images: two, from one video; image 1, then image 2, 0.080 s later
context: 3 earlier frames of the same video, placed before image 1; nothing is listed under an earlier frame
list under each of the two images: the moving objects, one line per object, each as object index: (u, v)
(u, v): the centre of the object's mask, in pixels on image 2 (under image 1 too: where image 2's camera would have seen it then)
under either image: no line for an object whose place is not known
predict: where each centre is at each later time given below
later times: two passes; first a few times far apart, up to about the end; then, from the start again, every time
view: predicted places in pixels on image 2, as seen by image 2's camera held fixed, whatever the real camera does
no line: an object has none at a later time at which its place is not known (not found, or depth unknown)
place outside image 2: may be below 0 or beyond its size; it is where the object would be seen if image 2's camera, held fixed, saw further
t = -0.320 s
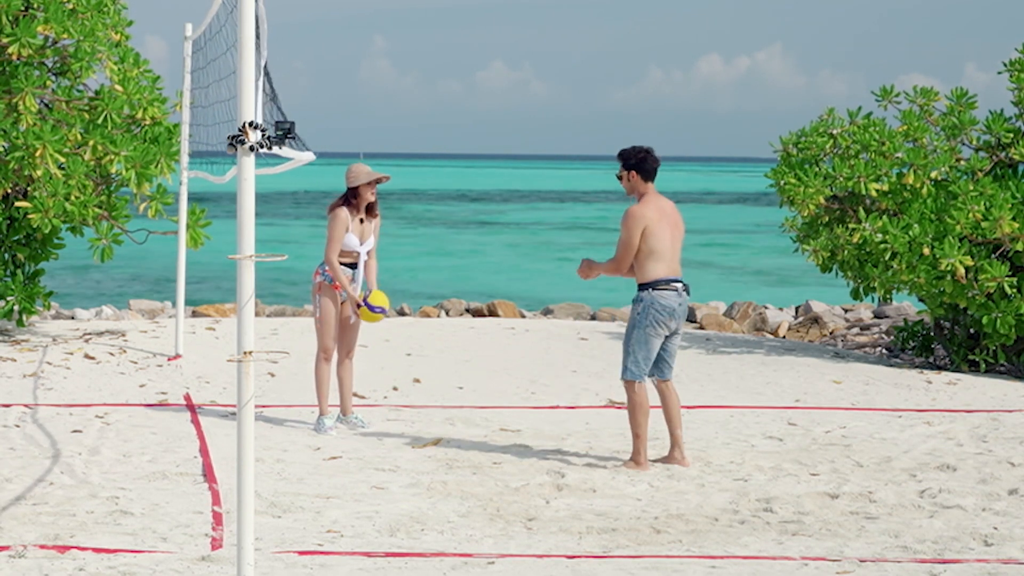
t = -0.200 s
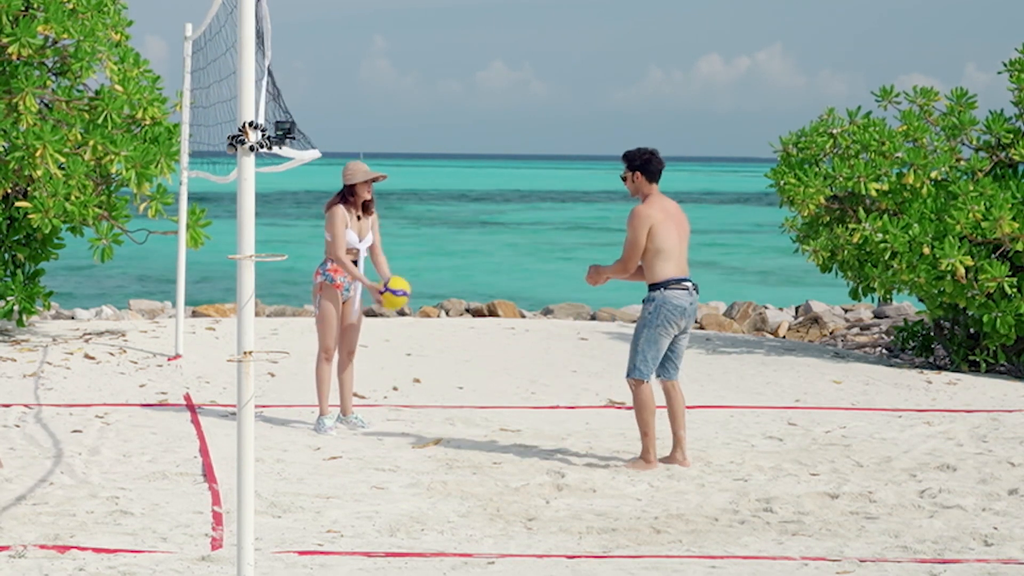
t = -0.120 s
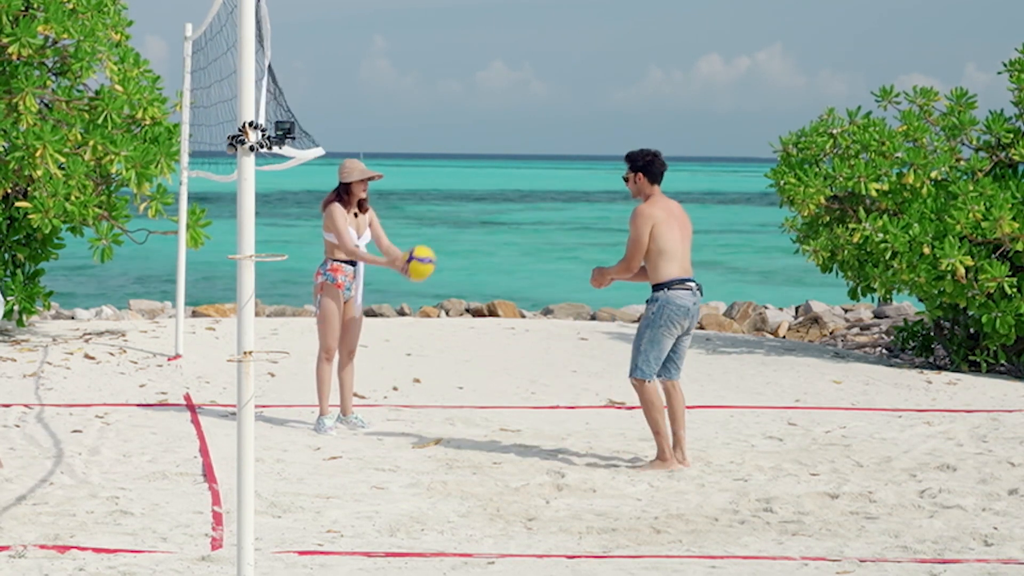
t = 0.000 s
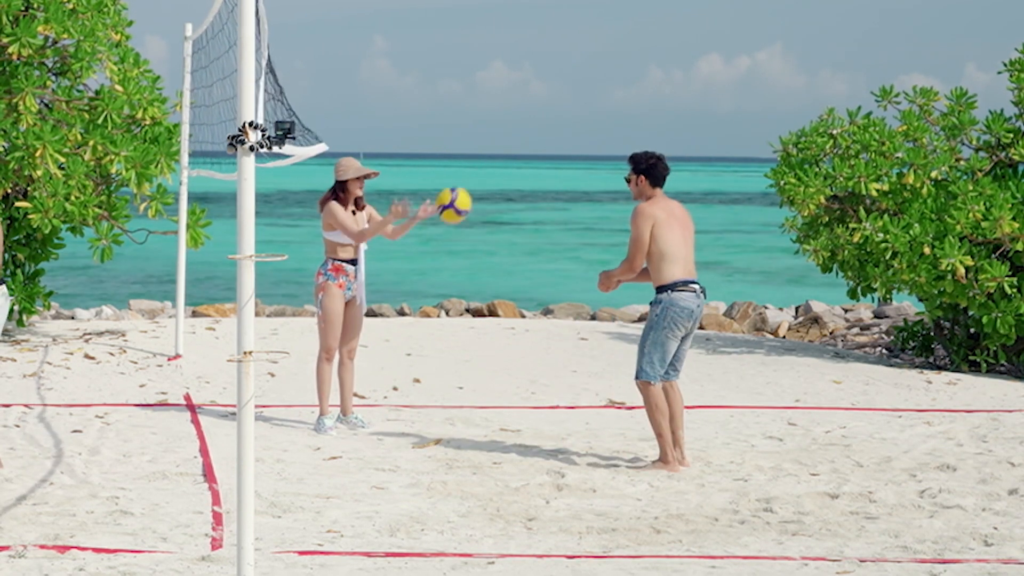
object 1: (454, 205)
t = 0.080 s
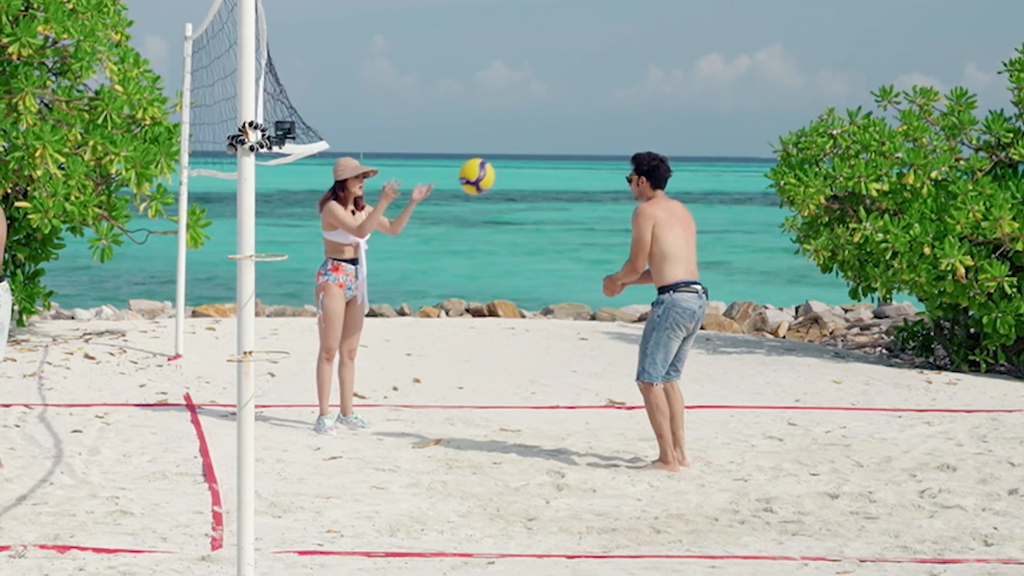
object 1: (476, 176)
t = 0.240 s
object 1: (523, 150)
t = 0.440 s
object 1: (581, 177)
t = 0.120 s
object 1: (488, 166)
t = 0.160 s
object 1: (500, 158)
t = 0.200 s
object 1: (511, 153)
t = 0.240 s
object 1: (523, 150)
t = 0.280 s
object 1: (535, 150)
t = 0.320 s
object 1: (546, 153)
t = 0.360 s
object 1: (558, 158)
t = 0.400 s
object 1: (570, 166)
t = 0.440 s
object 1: (581, 177)
